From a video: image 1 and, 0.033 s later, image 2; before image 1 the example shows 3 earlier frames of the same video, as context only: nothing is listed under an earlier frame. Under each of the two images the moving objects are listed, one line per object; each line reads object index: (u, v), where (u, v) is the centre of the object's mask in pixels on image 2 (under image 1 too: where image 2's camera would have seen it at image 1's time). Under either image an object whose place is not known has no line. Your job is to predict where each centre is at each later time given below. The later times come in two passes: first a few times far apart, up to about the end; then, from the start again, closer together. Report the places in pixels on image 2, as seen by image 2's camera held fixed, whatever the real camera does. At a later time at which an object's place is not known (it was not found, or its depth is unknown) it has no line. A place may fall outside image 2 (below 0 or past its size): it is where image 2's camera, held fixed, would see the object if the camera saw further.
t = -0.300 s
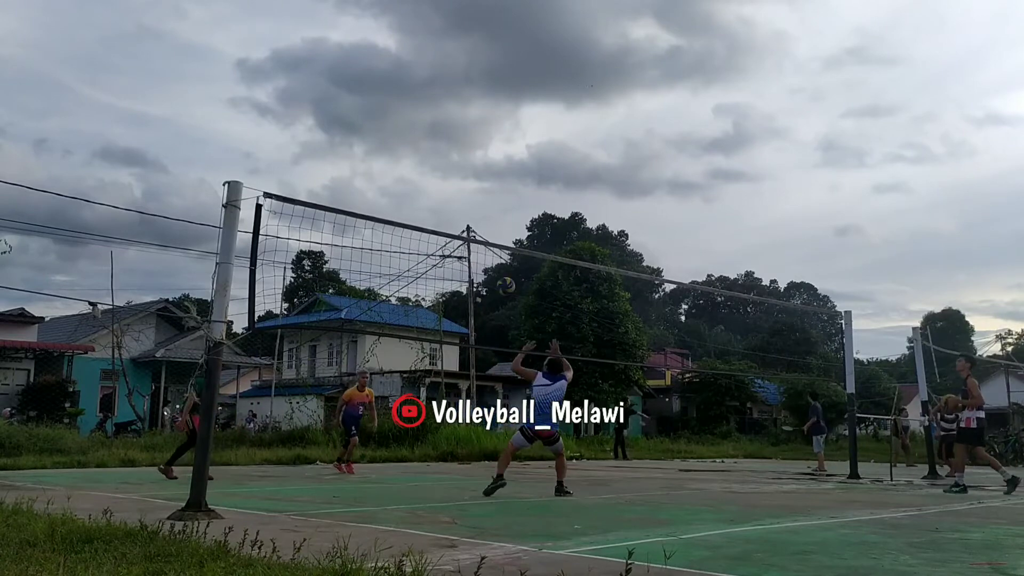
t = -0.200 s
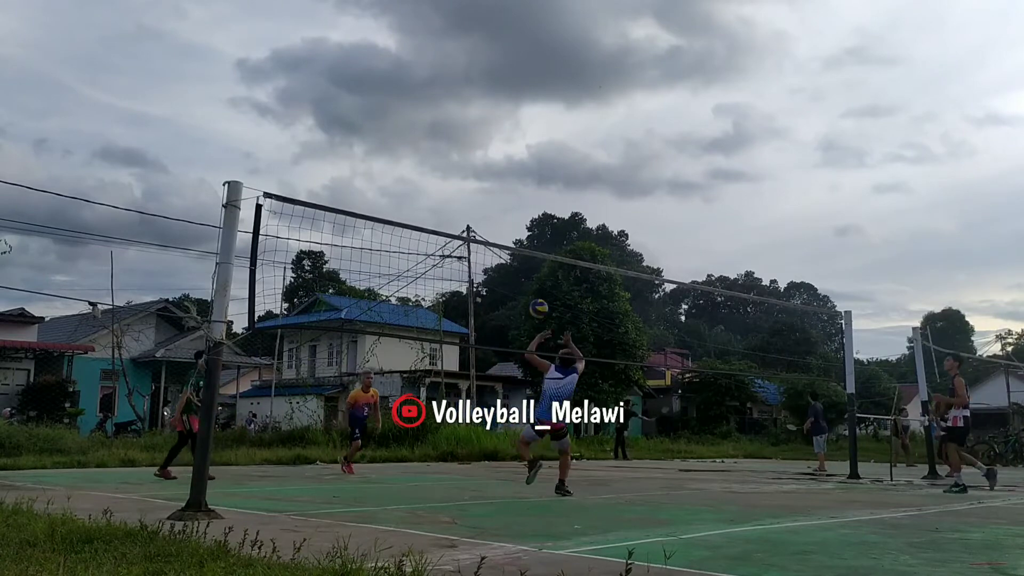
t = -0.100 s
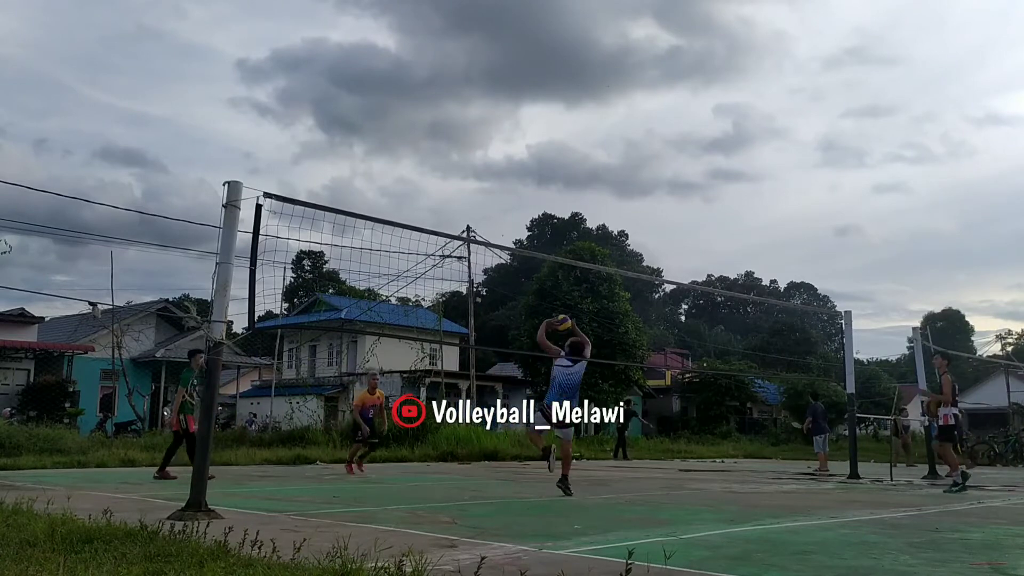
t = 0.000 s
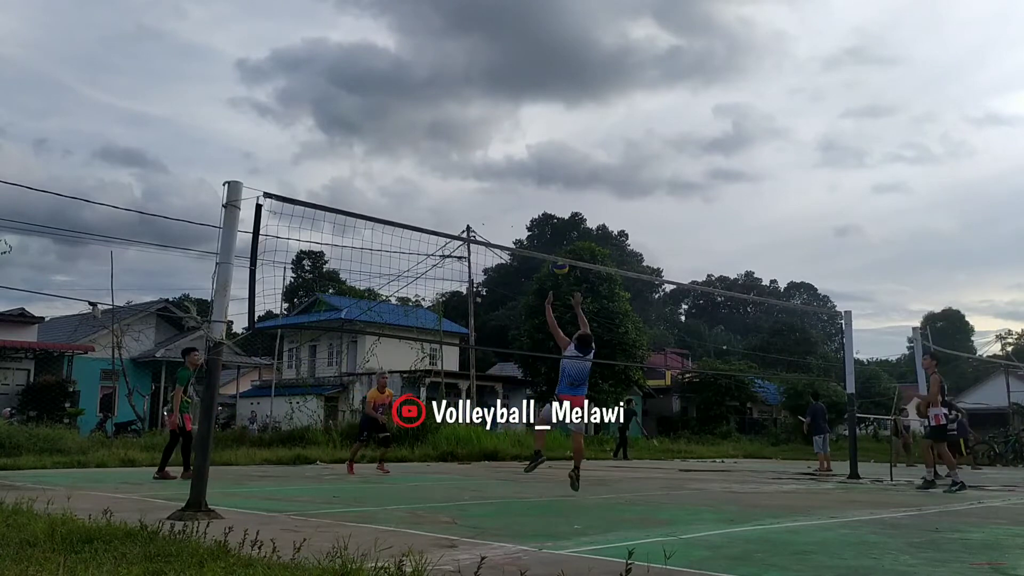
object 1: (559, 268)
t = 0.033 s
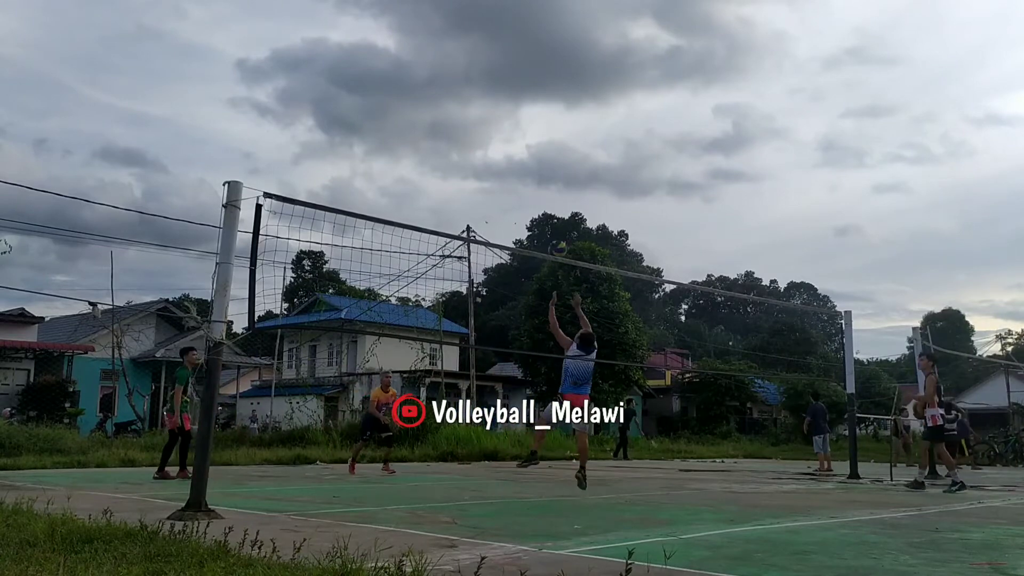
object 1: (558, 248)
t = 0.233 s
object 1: (549, 169)
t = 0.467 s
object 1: (538, 122)
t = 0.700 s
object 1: (529, 119)
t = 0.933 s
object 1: (520, 154)
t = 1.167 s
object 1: (511, 224)
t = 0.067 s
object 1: (556, 232)
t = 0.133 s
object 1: (553, 204)
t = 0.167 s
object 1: (552, 191)
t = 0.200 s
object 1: (550, 180)
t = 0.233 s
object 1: (549, 169)
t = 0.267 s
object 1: (547, 159)
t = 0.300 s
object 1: (546, 151)
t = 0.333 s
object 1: (544, 143)
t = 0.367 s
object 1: (543, 137)
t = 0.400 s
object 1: (541, 131)
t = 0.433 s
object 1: (540, 126)
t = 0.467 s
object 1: (538, 122)
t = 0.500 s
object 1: (537, 119)
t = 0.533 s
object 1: (536, 117)
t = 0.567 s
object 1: (534, 116)
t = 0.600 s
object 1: (533, 116)
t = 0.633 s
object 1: (532, 116)
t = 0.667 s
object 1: (530, 117)
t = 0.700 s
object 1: (529, 119)
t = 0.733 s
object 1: (528, 122)
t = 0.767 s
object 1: (526, 125)
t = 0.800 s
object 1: (525, 130)
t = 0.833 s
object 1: (524, 135)
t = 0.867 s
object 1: (522, 140)
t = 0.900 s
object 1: (521, 147)
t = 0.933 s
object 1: (520, 154)
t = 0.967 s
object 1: (519, 162)
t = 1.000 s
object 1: (517, 171)
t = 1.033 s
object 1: (516, 180)
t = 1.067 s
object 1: (514, 190)
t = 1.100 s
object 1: (513, 201)
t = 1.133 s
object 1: (512, 212)
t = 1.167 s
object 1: (511, 224)
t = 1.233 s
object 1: (508, 252)
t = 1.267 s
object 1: (507, 263)
